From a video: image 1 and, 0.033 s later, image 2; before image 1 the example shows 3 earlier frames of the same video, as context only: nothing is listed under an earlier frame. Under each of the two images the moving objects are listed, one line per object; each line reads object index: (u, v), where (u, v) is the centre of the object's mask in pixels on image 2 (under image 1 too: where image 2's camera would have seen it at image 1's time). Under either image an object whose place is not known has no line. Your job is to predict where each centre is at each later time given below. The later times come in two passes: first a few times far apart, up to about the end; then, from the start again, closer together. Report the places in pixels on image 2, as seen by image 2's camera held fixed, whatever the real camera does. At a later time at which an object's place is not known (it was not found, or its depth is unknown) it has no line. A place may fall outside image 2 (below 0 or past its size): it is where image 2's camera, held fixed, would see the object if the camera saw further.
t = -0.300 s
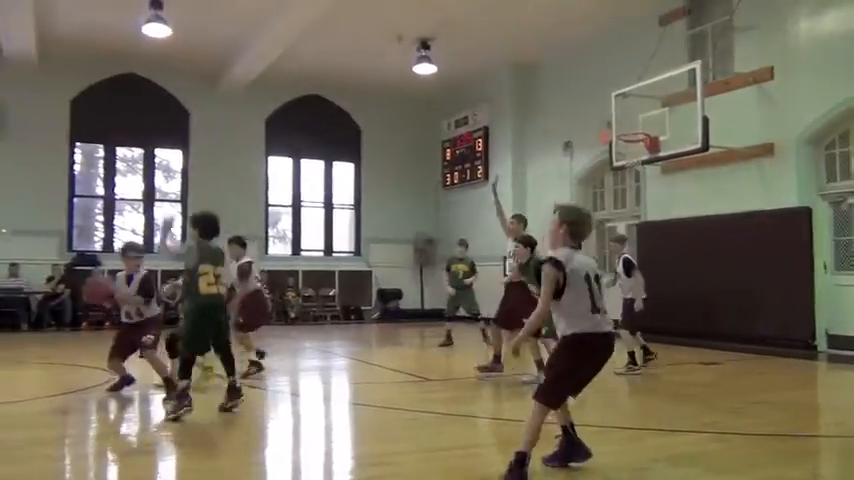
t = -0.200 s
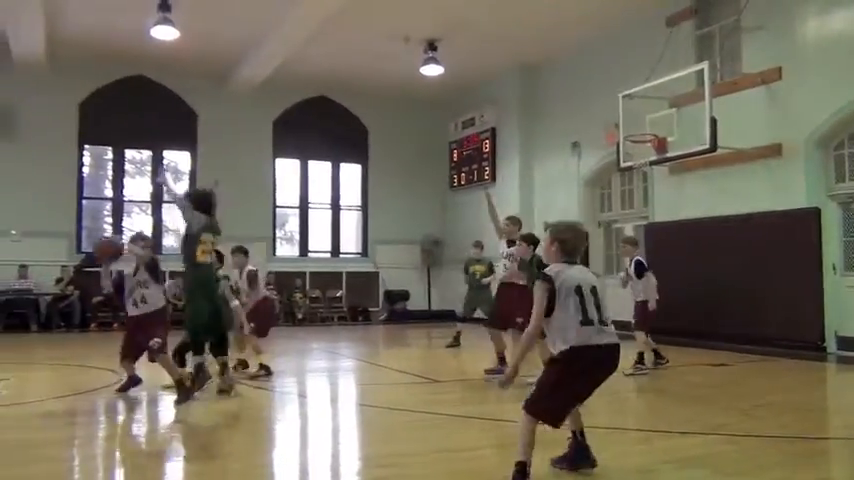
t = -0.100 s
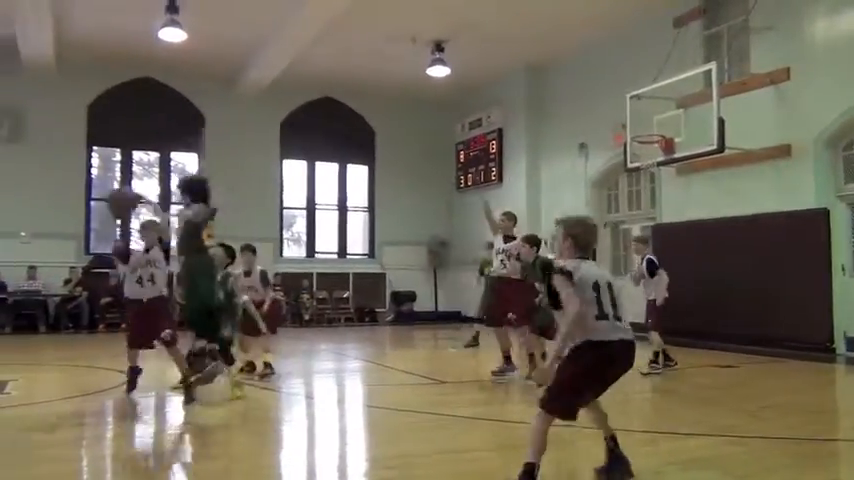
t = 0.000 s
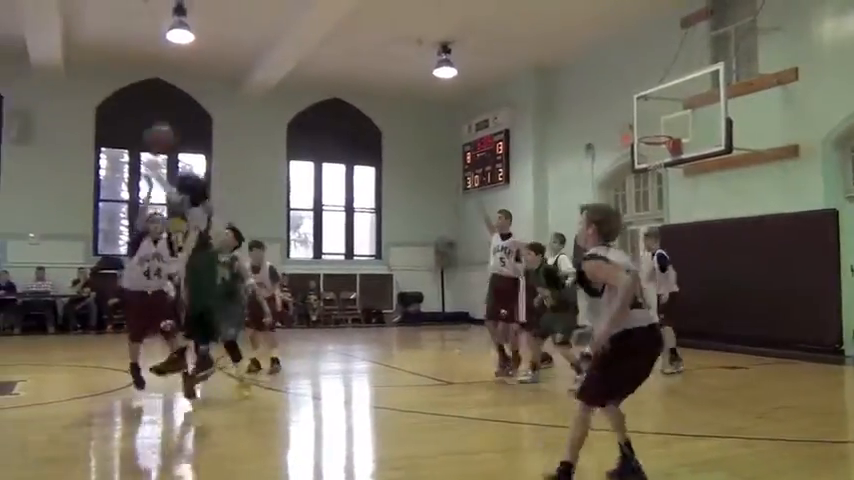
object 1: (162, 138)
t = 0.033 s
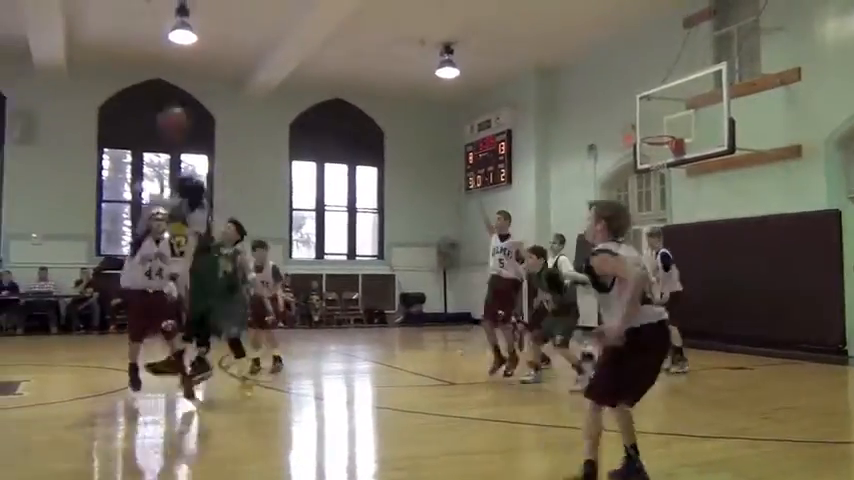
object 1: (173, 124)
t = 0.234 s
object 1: (243, 45)
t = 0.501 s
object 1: (358, 13)
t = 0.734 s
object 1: (477, 76)
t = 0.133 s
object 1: (207, 80)
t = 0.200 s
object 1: (231, 55)
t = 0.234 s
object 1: (243, 45)
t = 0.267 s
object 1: (257, 36)
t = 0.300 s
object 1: (270, 28)
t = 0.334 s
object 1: (284, 22)
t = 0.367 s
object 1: (298, 17)
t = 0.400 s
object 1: (312, 14)
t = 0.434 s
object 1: (327, 12)
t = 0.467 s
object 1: (343, 12)
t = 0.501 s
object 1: (358, 13)
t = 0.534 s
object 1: (373, 16)
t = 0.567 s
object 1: (390, 21)
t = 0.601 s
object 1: (406, 28)
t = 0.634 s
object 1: (423, 36)
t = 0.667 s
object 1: (440, 47)
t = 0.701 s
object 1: (458, 61)
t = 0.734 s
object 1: (477, 76)
